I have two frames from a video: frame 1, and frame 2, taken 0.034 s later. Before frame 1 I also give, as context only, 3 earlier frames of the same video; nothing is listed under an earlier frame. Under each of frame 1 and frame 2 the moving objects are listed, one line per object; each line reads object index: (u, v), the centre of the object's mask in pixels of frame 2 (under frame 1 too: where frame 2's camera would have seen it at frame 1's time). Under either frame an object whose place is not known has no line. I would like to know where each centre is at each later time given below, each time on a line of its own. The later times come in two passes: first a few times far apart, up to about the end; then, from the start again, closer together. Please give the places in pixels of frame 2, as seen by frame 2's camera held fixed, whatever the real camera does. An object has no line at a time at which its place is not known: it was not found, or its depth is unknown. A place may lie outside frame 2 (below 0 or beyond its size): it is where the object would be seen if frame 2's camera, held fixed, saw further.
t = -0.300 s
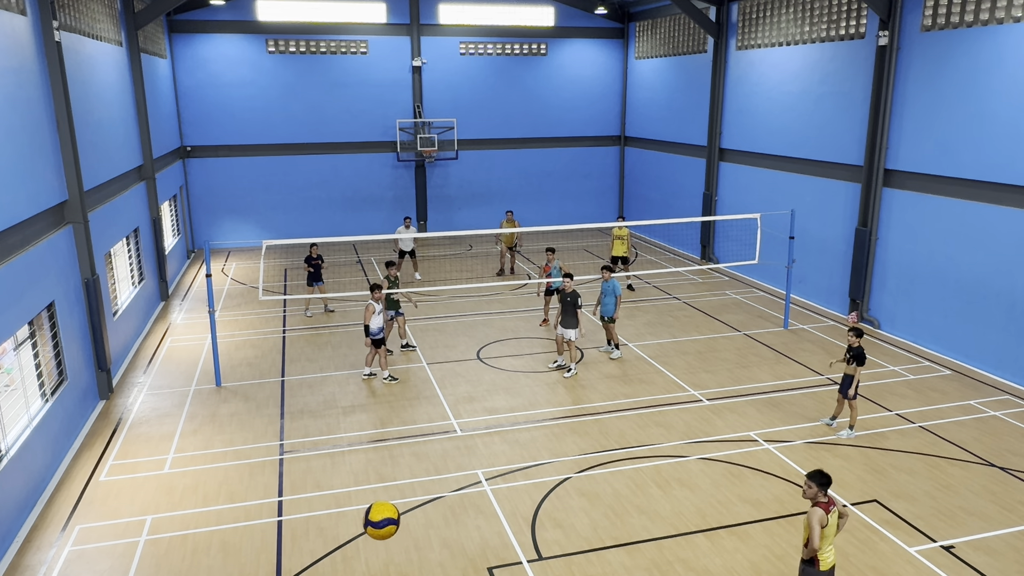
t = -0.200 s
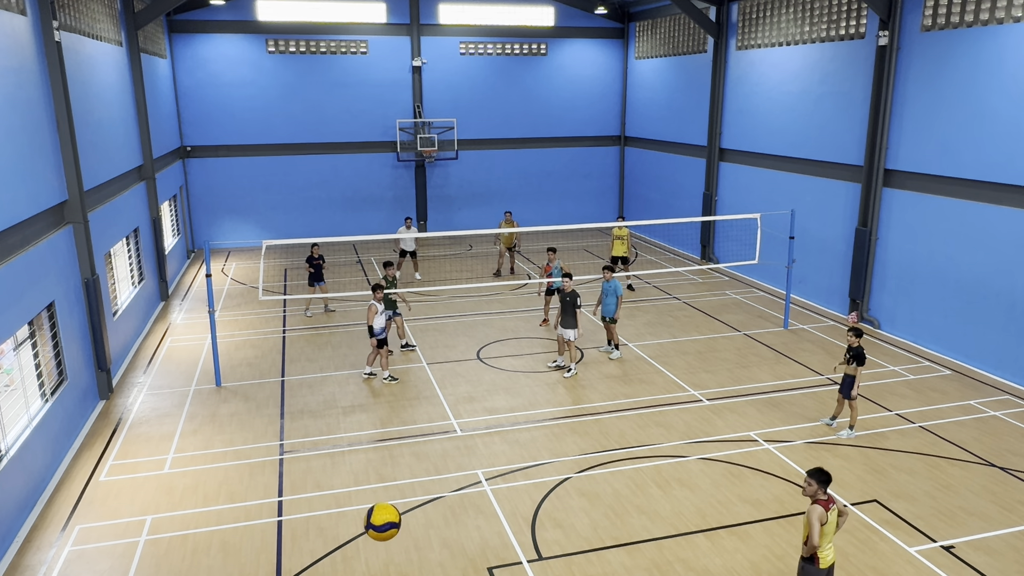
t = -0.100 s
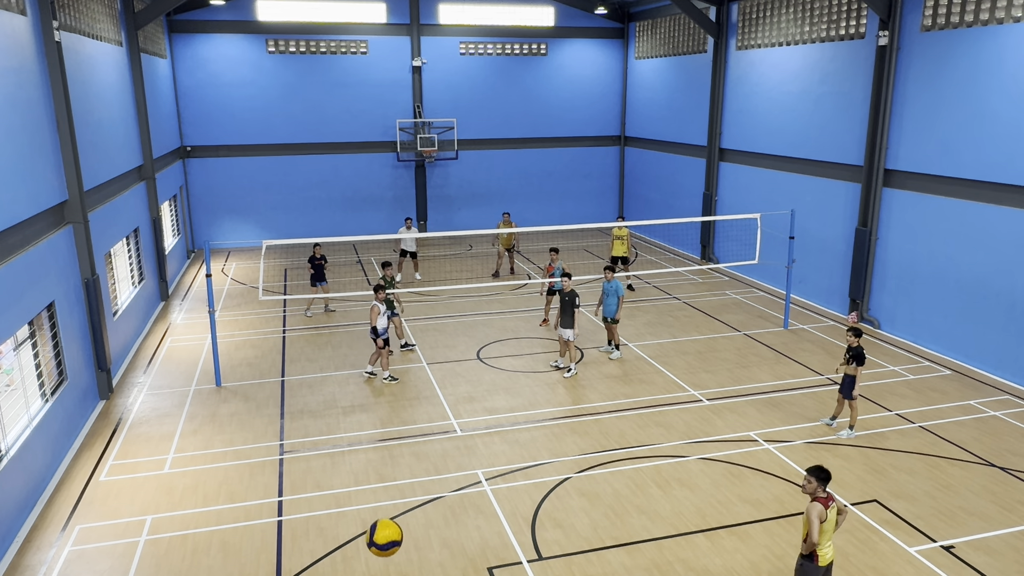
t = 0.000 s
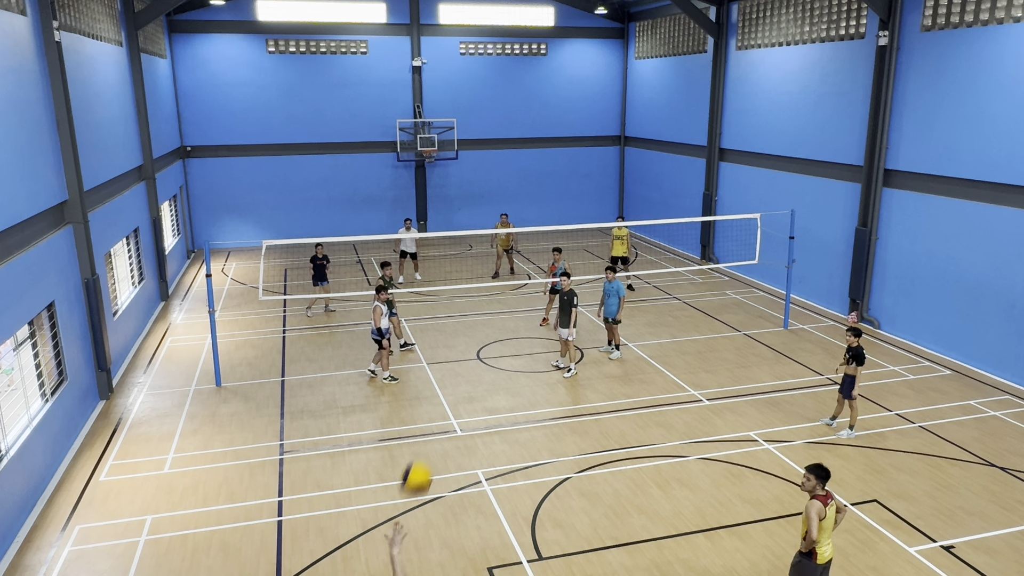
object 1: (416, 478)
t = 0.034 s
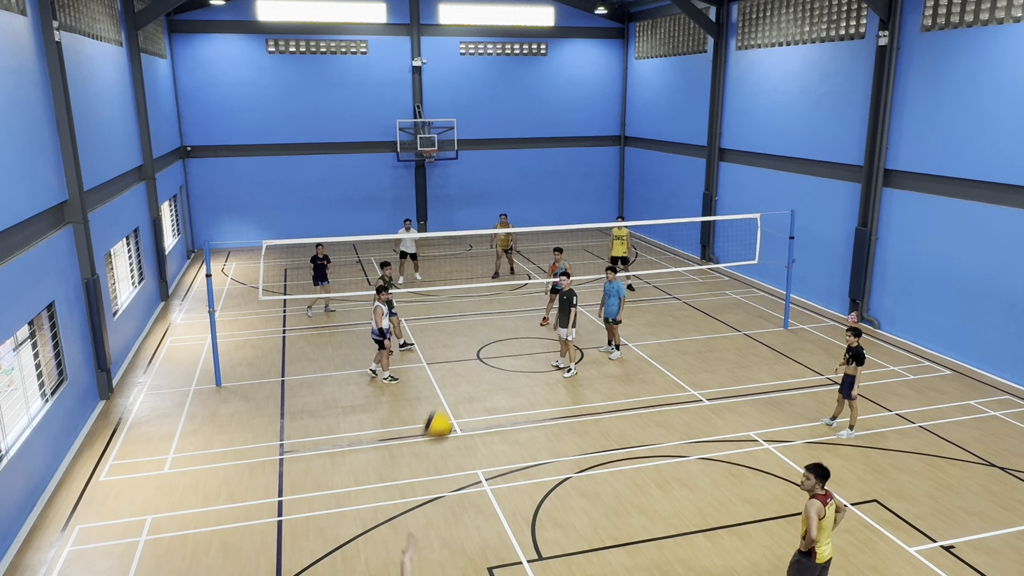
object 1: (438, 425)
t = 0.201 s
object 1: (504, 272)
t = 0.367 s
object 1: (537, 213)
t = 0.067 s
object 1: (456, 382)
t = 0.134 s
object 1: (484, 318)
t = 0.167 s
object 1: (495, 293)
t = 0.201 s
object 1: (504, 272)
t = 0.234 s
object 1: (513, 256)
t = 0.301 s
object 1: (526, 231)
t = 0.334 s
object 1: (531, 221)
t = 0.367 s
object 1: (537, 213)
